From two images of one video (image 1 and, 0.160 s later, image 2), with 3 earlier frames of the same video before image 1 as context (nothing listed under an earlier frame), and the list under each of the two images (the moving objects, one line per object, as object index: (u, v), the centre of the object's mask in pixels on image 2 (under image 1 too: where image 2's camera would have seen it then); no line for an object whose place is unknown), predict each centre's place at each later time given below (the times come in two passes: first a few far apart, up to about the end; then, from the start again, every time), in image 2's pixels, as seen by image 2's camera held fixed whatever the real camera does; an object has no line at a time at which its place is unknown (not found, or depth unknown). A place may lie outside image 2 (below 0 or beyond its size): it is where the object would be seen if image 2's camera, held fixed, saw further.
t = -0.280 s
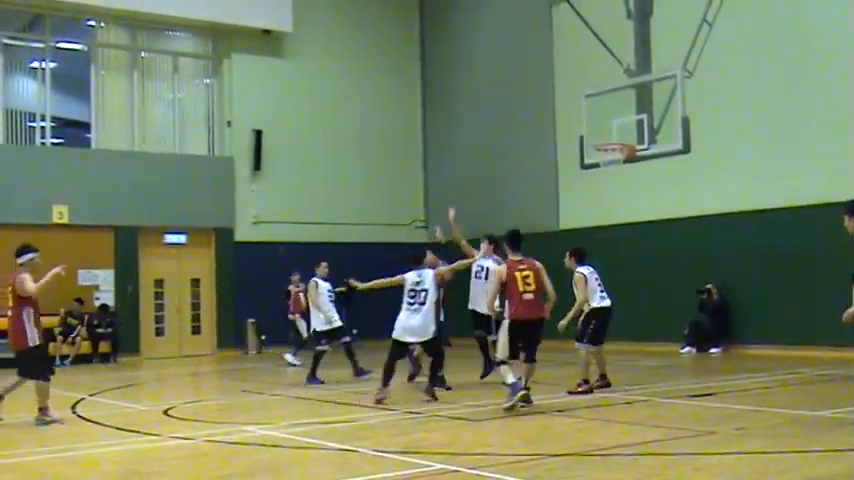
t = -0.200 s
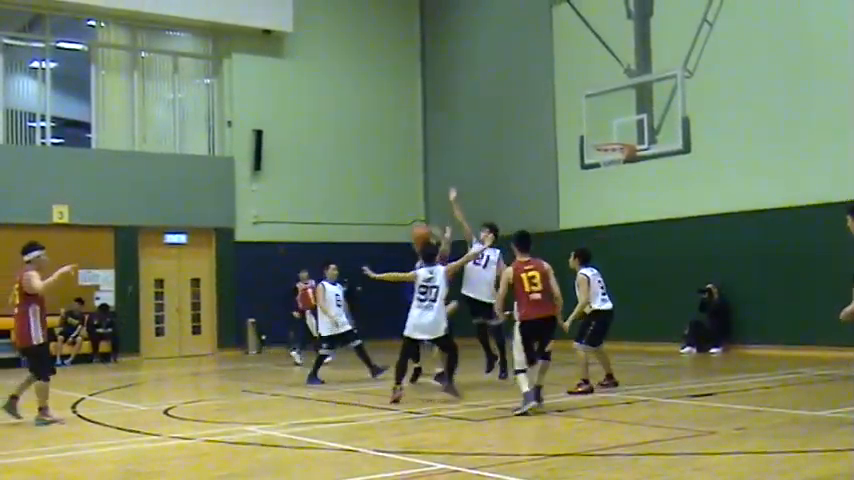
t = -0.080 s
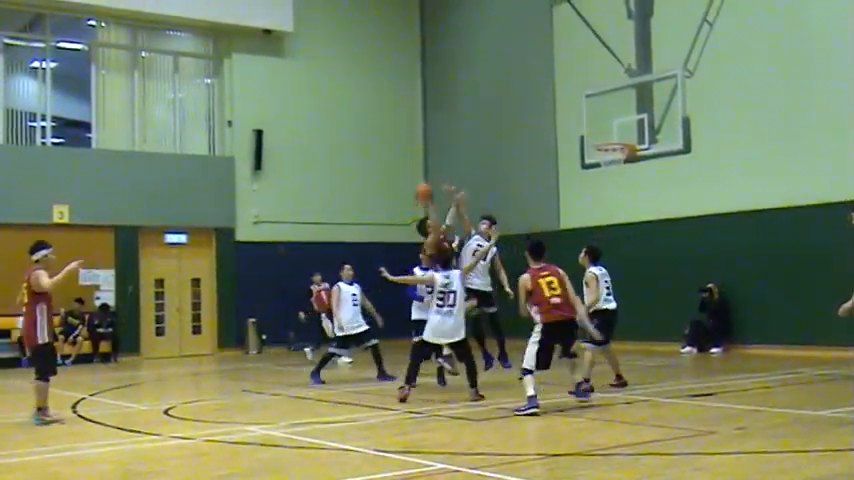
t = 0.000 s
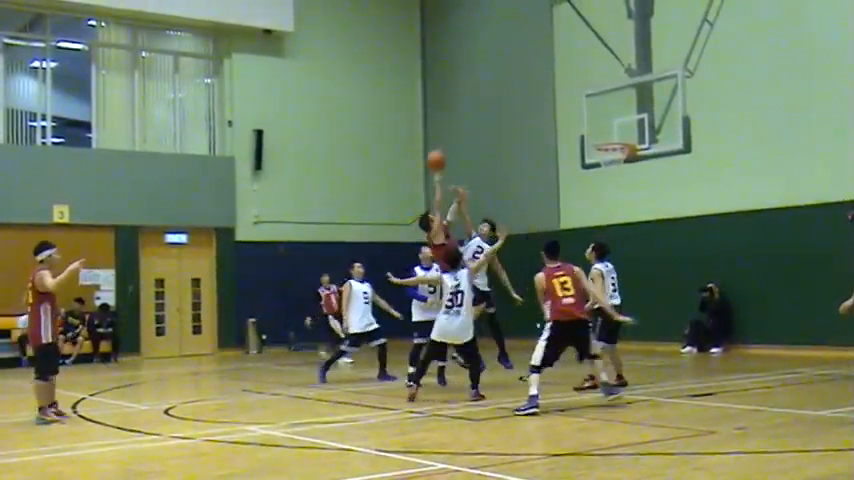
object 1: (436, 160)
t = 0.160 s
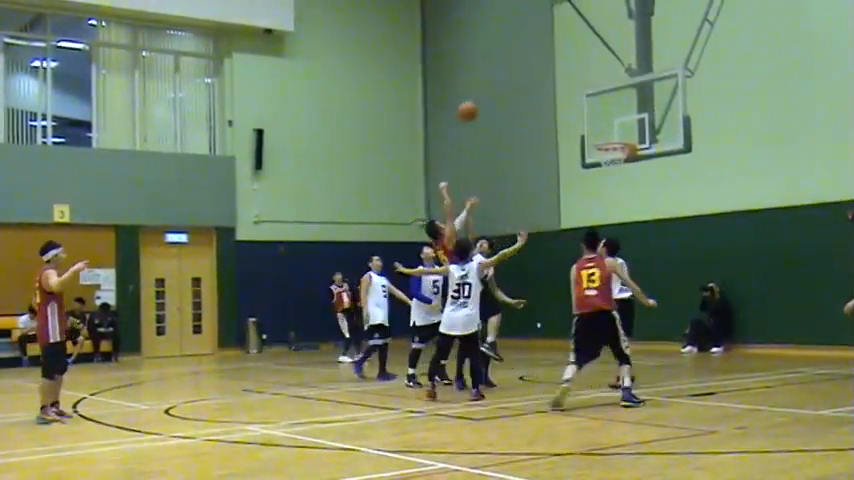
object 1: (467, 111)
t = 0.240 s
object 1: (483, 95)
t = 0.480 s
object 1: (528, 77)
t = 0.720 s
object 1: (571, 105)
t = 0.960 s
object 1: (589, 122)
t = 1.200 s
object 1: (575, 112)
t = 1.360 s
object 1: (566, 130)
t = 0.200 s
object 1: (474, 102)
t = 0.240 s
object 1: (483, 95)
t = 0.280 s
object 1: (490, 89)
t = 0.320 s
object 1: (498, 84)
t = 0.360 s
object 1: (505, 81)
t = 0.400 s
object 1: (513, 78)
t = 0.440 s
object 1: (520, 77)
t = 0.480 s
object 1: (528, 77)
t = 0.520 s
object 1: (535, 79)
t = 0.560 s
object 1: (542, 82)
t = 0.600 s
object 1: (549, 86)
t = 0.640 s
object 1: (557, 90)
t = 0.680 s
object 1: (564, 98)
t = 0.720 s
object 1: (571, 105)
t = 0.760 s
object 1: (579, 113)
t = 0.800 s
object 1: (586, 122)
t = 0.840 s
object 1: (593, 133)
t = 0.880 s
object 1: (594, 135)
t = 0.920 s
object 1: (591, 127)
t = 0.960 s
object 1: (589, 122)
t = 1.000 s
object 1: (587, 118)
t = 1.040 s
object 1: (585, 114)
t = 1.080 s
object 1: (582, 112)
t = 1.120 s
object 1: (580, 111)
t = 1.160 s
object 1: (577, 111)
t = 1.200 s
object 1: (575, 112)
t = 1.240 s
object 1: (573, 115)
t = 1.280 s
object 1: (570, 119)
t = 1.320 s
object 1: (568, 124)
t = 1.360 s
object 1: (566, 130)
